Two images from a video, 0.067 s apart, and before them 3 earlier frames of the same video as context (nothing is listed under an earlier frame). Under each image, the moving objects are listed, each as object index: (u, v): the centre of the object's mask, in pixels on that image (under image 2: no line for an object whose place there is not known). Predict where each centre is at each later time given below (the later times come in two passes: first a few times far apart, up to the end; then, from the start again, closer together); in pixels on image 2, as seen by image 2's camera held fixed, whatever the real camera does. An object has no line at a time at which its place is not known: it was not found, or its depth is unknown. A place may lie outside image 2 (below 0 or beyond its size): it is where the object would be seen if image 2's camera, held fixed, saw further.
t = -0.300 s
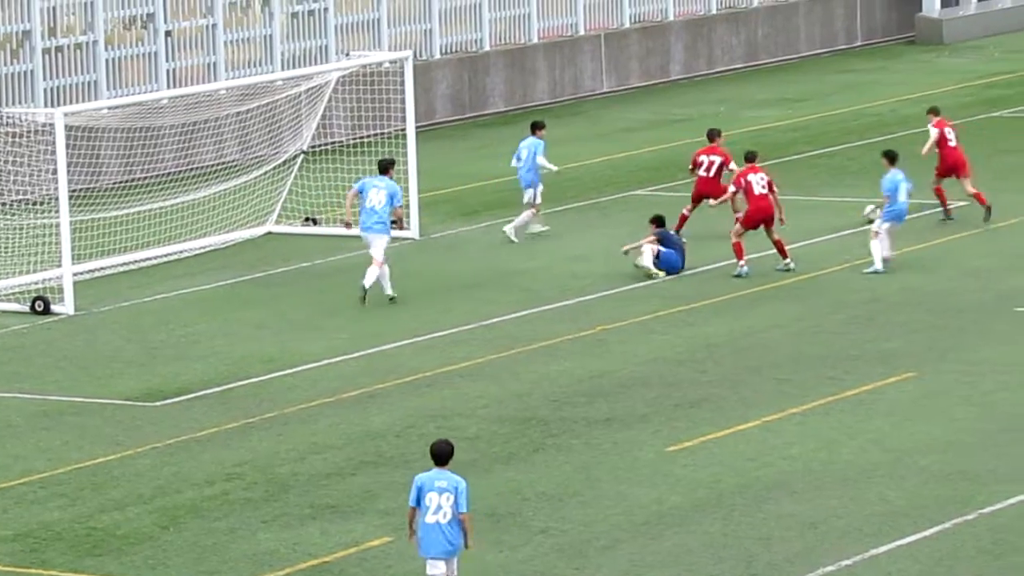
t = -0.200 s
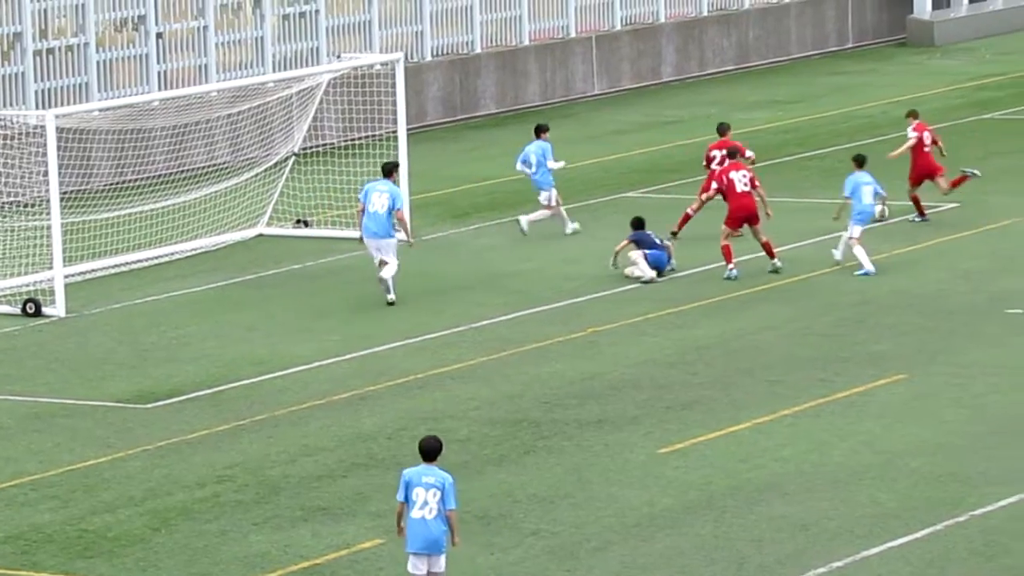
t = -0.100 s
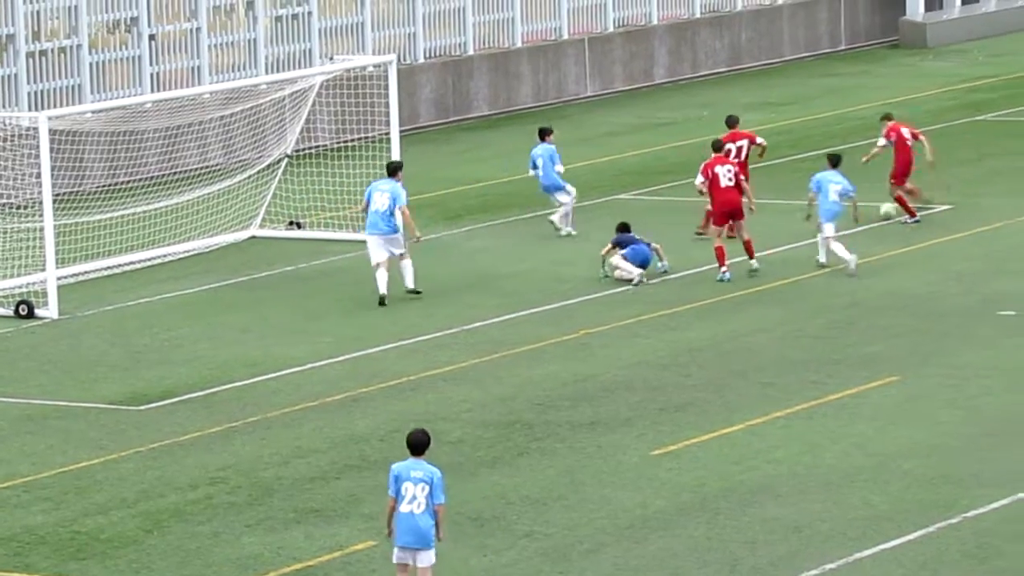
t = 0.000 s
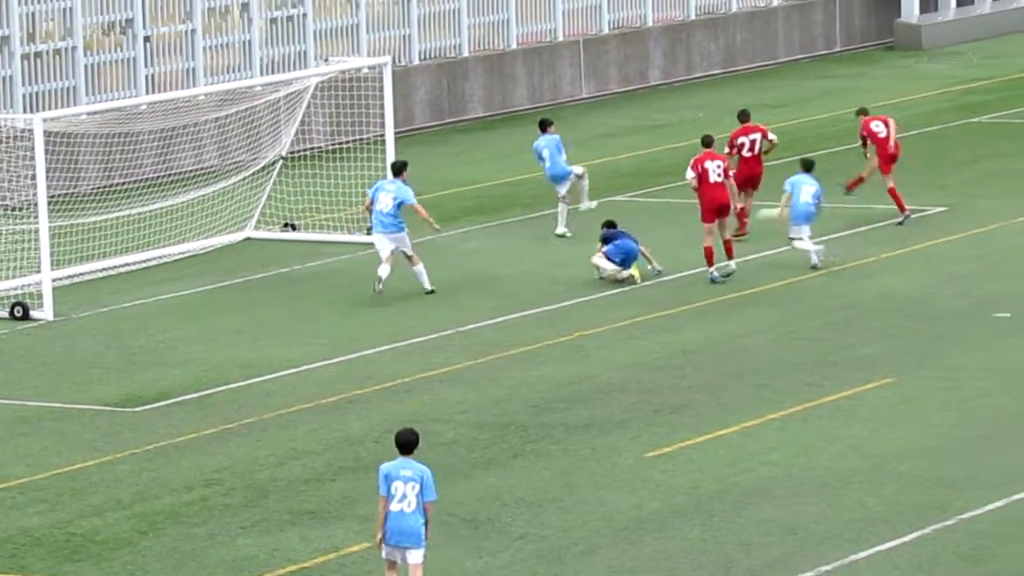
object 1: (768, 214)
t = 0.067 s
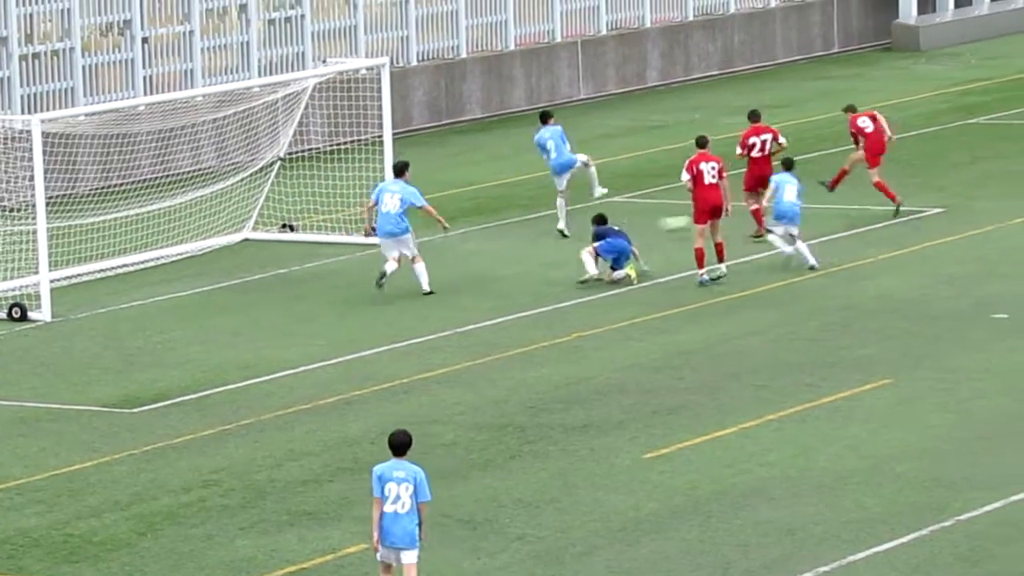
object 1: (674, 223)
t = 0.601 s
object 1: (56, 281)
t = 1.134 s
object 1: (-1, 231)
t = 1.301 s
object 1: (51, 250)
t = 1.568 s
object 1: (88, 252)
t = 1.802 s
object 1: (100, 244)
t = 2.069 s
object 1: (120, 263)
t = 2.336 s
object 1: (135, 259)
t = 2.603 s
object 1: (151, 258)
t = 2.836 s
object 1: (164, 261)
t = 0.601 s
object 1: (56, 281)
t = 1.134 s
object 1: (-1, 231)
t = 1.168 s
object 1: (6, 235)
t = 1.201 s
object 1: (19, 236)
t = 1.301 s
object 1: (51, 250)
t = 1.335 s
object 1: (59, 258)
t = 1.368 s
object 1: (67, 265)
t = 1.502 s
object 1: (87, 263)
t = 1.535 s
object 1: (88, 257)
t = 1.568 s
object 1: (88, 252)
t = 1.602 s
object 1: (90, 249)
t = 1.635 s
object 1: (90, 246)
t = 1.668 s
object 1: (92, 244)
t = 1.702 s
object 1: (95, 243)
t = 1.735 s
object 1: (96, 243)
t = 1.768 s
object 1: (98, 242)
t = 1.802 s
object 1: (100, 244)
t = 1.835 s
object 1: (104, 246)
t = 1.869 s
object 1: (105, 249)
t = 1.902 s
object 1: (109, 253)
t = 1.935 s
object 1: (111, 258)
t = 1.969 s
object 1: (113, 263)
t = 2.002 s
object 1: (116, 271)
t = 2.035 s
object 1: (118, 269)
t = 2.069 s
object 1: (120, 263)
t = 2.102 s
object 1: (121, 259)
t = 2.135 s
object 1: (123, 257)
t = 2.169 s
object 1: (125, 255)
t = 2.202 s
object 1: (127, 254)
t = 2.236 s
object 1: (128, 254)
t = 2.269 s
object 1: (131, 255)
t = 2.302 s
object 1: (132, 256)
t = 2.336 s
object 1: (135, 259)
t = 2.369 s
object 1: (137, 263)
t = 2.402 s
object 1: (138, 265)
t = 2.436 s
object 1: (140, 262)
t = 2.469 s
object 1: (143, 260)
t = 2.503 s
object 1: (145, 259)
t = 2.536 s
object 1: (146, 258)
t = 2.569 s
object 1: (149, 257)
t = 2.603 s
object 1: (151, 258)
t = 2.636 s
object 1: (154, 261)
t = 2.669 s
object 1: (156, 263)
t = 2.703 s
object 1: (157, 261)
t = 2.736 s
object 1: (159, 260)
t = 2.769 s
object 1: (161, 260)
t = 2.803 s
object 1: (163, 260)
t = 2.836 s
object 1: (164, 261)
